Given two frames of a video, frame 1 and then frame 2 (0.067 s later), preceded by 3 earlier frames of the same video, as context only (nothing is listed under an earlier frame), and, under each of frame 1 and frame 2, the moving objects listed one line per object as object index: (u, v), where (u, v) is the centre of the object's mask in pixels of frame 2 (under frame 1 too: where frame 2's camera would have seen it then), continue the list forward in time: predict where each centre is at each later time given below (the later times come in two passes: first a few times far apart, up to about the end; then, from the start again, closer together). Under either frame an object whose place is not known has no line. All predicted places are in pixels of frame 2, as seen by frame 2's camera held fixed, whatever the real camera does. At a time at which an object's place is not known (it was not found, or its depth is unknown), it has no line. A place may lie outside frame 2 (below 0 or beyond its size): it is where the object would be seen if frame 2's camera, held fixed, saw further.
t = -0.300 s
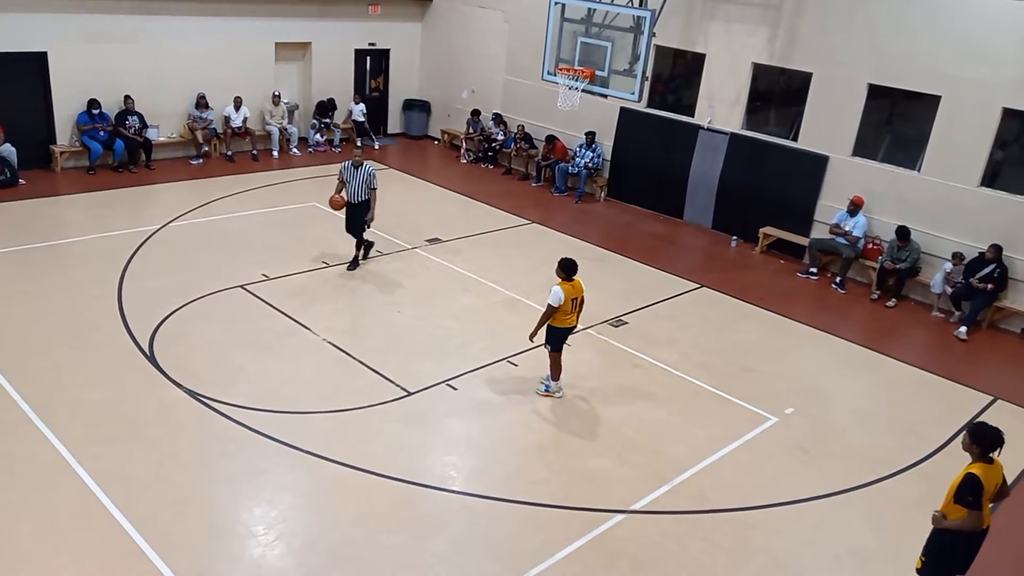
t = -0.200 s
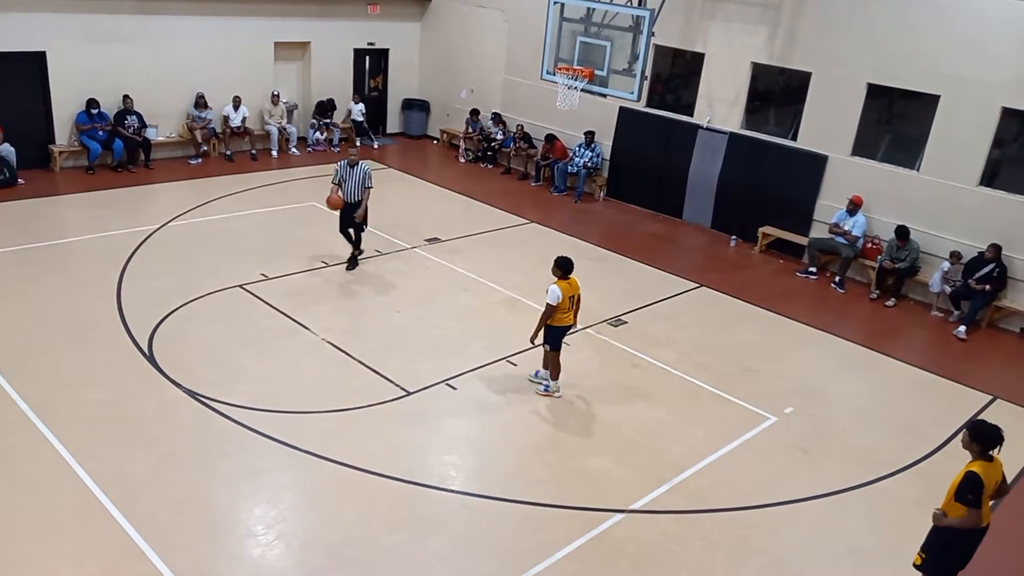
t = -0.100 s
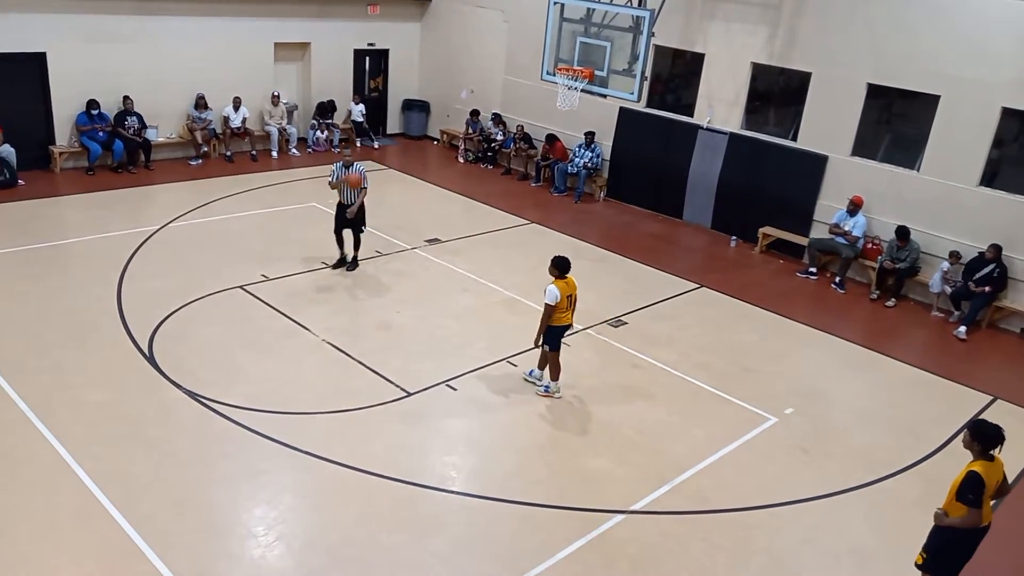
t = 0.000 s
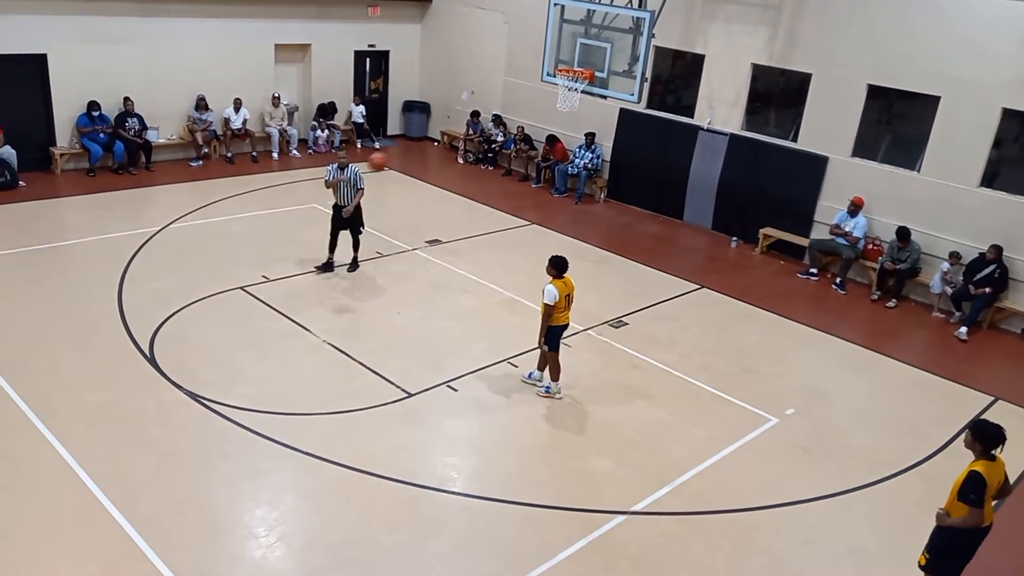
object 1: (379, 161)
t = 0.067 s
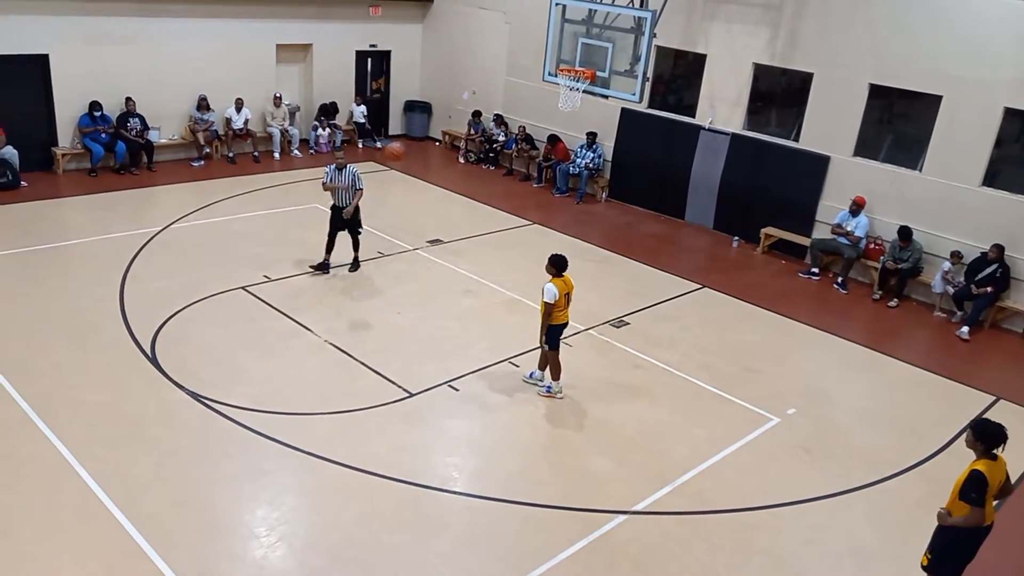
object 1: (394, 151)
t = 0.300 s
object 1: (457, 143)
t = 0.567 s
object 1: (538, 198)
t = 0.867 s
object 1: (639, 367)
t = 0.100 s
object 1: (403, 148)
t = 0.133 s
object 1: (412, 144)
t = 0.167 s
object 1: (420, 142)
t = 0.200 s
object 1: (429, 141)
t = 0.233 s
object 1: (439, 142)
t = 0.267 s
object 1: (449, 142)
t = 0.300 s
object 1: (457, 143)
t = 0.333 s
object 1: (468, 147)
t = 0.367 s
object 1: (477, 151)
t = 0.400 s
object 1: (487, 156)
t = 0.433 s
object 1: (497, 161)
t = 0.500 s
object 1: (518, 177)
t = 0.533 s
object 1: (528, 187)
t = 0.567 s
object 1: (538, 198)
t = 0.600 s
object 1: (549, 211)
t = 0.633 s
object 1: (560, 226)
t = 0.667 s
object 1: (572, 241)
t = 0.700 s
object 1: (583, 258)
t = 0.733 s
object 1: (595, 277)
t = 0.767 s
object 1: (606, 296)
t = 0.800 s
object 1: (616, 318)
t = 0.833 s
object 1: (628, 340)
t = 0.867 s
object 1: (639, 367)
